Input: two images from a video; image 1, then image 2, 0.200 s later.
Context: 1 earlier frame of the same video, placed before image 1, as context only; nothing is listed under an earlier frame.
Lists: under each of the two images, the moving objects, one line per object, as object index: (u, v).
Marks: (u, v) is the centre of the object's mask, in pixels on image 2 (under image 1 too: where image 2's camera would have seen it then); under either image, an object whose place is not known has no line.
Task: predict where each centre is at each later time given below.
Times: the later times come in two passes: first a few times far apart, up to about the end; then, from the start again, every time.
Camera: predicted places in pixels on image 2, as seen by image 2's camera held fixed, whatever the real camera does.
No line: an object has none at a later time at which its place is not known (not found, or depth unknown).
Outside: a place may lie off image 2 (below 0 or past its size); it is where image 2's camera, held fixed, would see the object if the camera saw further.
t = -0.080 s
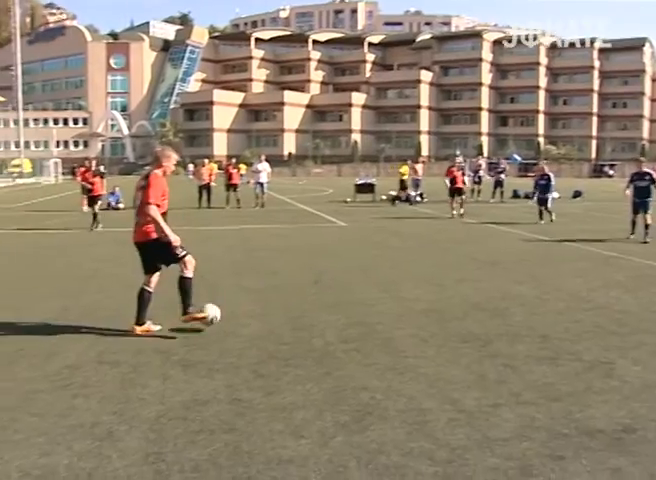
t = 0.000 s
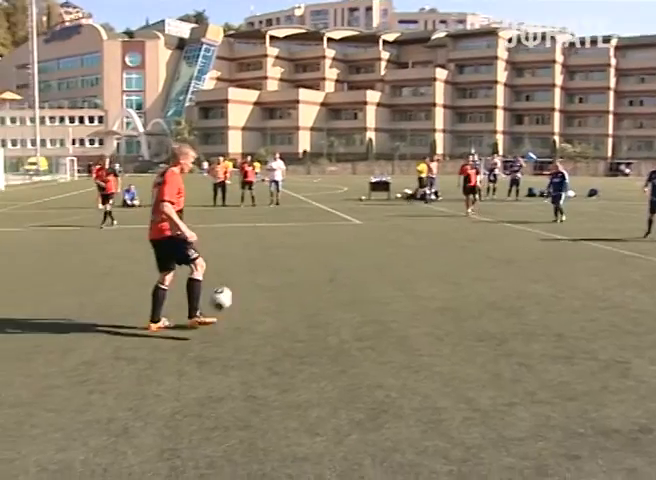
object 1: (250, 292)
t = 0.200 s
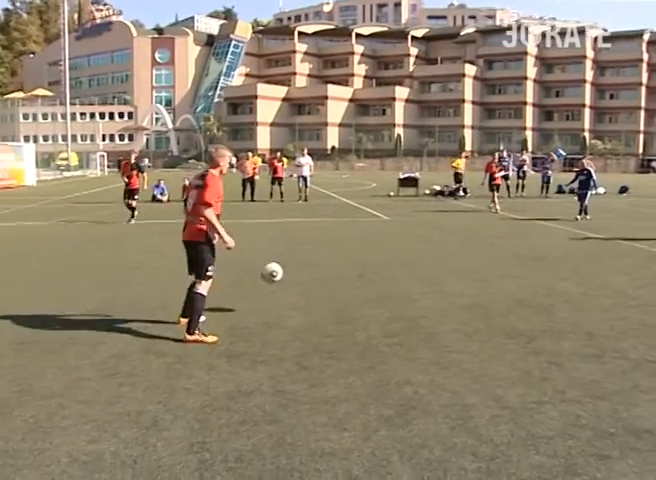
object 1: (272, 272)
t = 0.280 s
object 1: (280, 274)
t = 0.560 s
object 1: (294, 278)
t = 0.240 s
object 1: (275, 272)
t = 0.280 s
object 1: (280, 274)
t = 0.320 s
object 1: (284, 277)
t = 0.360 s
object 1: (287, 282)
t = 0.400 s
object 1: (291, 288)
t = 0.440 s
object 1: (293, 289)
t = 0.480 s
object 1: (293, 283)
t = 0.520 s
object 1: (294, 279)
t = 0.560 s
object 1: (294, 278)
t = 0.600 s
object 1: (294, 277)
